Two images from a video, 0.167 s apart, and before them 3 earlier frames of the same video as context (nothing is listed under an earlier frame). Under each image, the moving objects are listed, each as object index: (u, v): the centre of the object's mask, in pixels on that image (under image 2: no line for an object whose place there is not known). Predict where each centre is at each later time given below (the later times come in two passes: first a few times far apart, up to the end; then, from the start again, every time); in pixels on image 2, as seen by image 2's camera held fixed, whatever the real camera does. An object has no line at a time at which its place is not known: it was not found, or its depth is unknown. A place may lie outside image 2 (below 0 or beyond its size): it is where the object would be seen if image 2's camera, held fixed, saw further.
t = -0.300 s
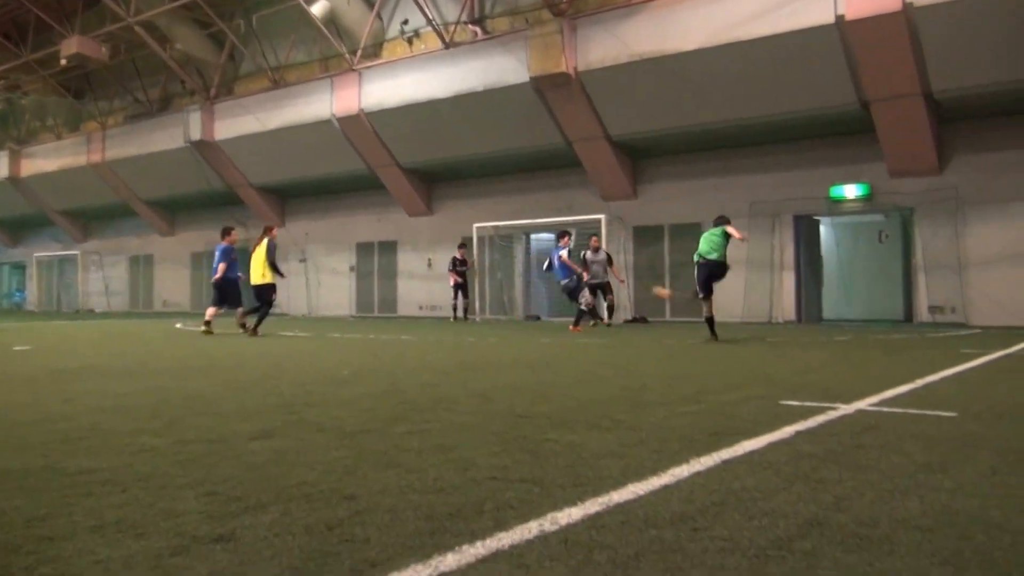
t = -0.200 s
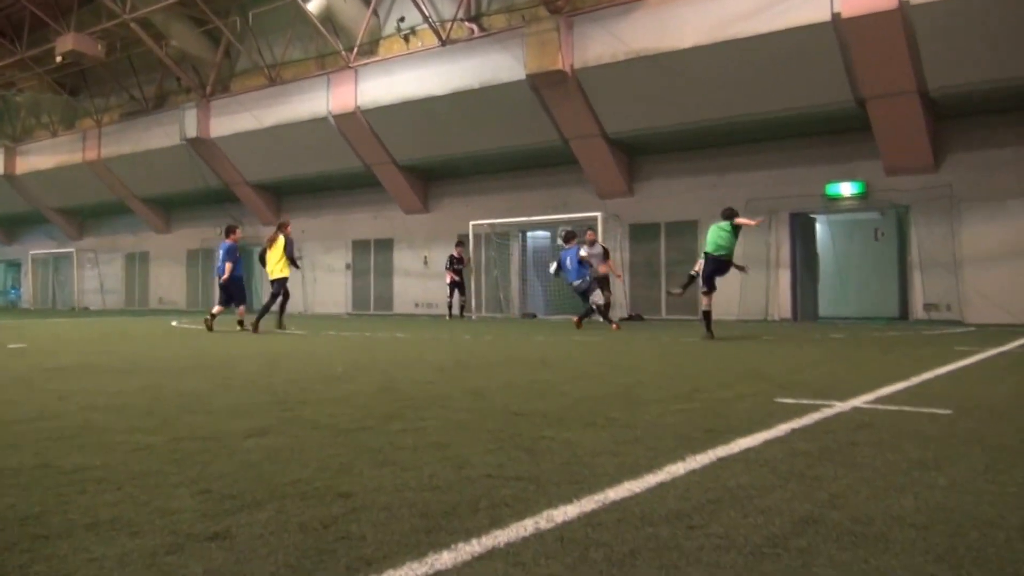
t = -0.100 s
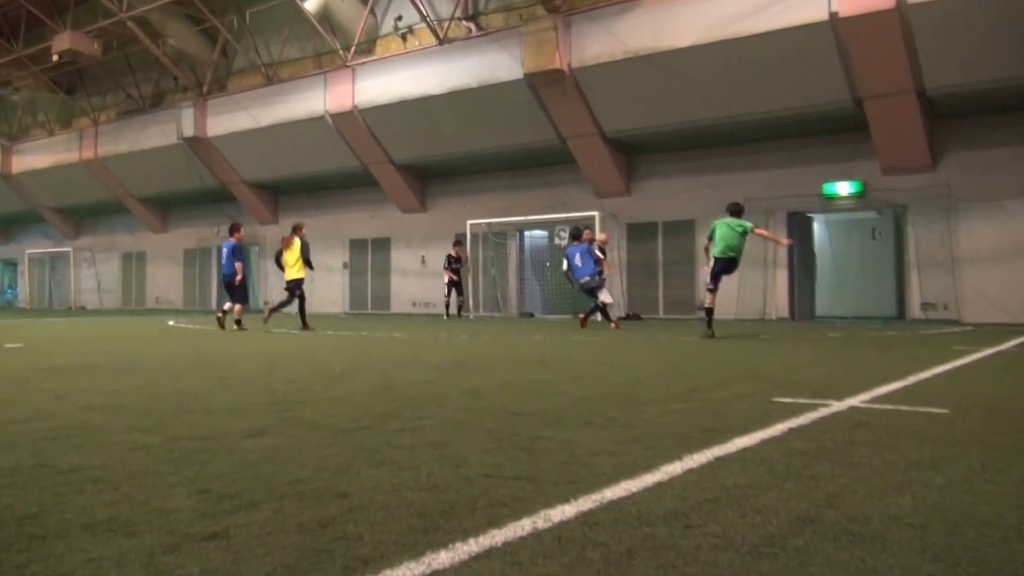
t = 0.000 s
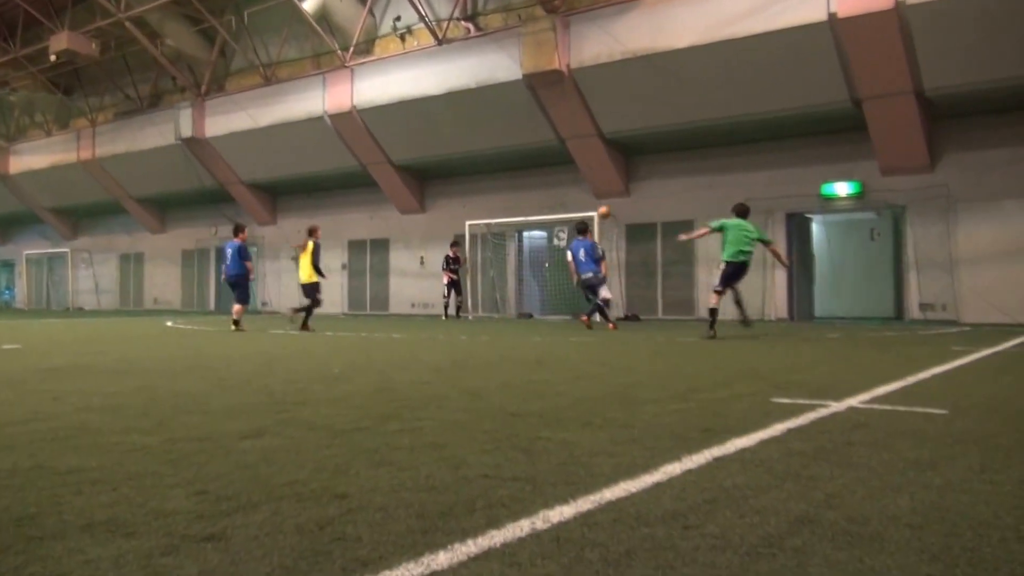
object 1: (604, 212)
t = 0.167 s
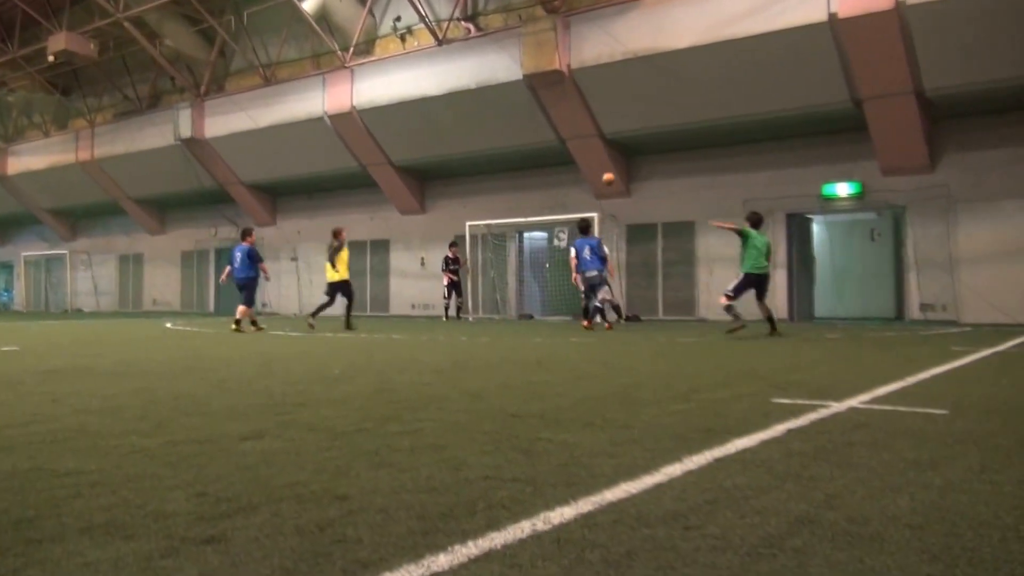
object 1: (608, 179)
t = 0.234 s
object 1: (611, 168)
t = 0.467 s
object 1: (616, 155)
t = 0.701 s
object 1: (623, 178)
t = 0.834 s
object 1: (628, 210)
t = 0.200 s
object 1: (610, 173)
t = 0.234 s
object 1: (611, 168)
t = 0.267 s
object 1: (611, 164)
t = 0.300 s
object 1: (612, 161)
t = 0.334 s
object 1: (613, 159)
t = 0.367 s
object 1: (614, 156)
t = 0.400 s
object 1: (615, 155)
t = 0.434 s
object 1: (615, 155)
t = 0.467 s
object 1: (616, 155)
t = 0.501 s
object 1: (617, 156)
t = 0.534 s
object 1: (618, 158)
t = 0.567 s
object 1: (619, 160)
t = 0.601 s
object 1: (620, 164)
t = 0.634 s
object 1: (621, 167)
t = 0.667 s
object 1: (622, 172)
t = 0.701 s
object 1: (623, 178)
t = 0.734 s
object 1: (624, 184)
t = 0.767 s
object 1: (625, 193)
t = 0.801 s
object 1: (626, 202)
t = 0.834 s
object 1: (628, 210)
